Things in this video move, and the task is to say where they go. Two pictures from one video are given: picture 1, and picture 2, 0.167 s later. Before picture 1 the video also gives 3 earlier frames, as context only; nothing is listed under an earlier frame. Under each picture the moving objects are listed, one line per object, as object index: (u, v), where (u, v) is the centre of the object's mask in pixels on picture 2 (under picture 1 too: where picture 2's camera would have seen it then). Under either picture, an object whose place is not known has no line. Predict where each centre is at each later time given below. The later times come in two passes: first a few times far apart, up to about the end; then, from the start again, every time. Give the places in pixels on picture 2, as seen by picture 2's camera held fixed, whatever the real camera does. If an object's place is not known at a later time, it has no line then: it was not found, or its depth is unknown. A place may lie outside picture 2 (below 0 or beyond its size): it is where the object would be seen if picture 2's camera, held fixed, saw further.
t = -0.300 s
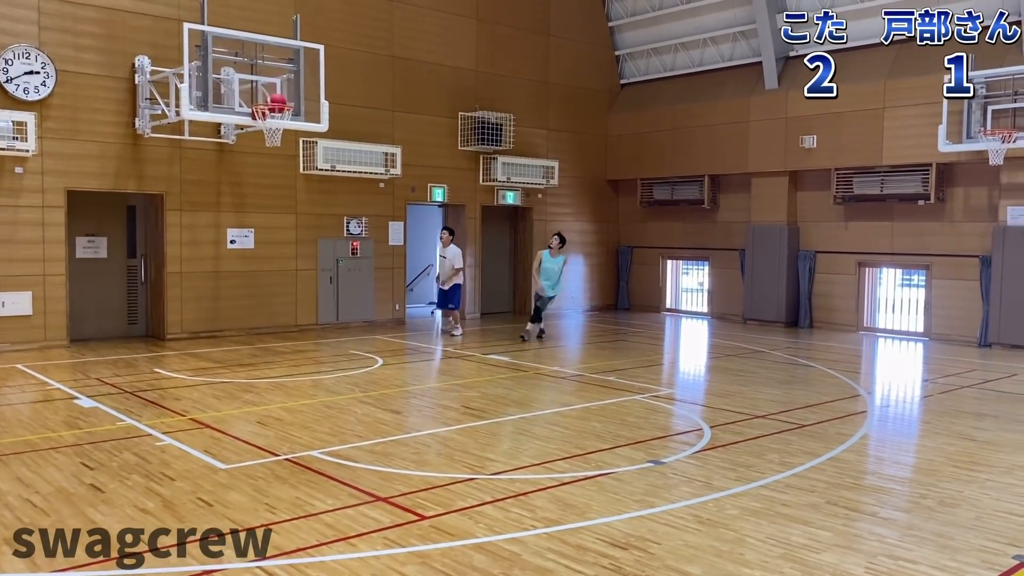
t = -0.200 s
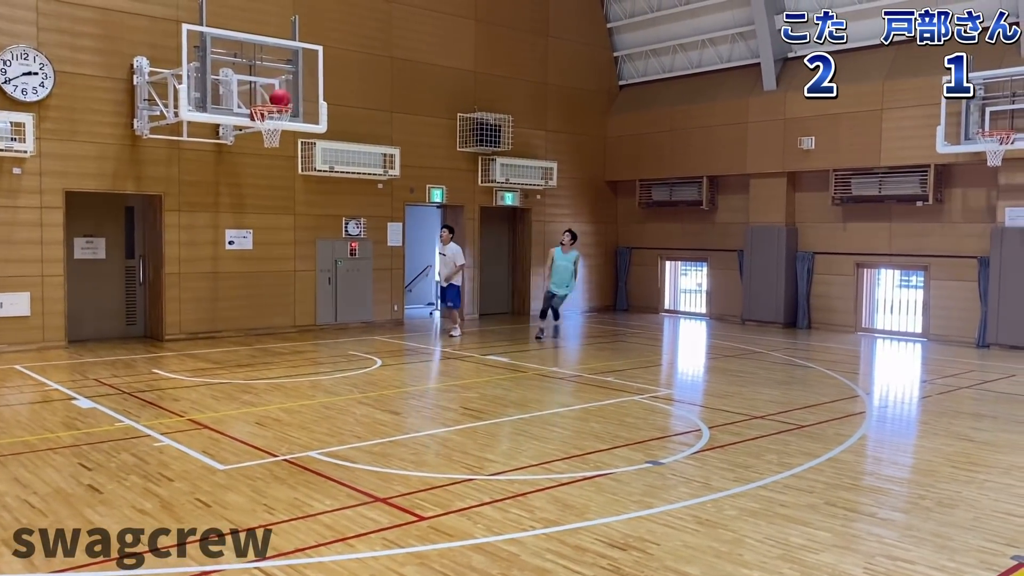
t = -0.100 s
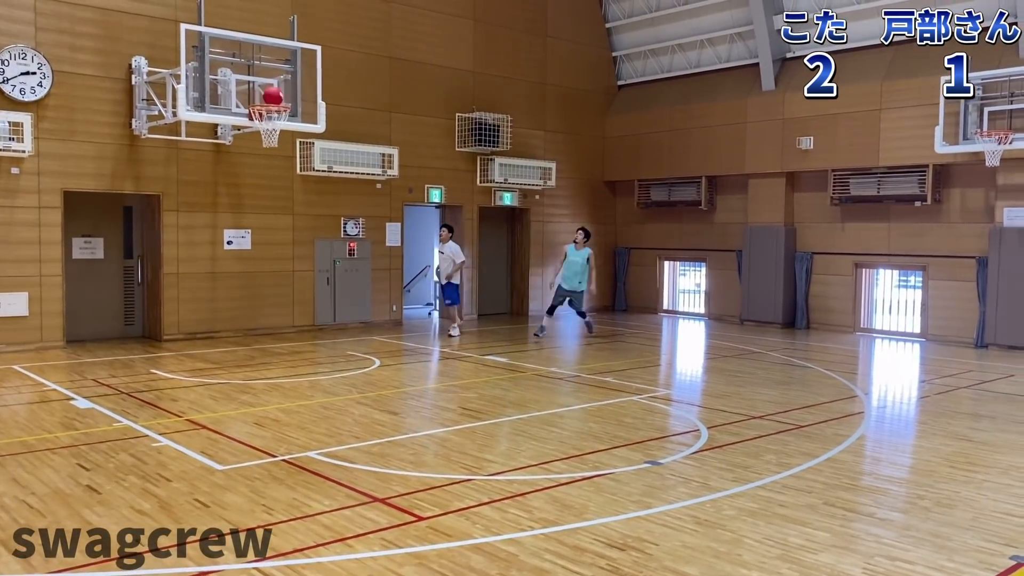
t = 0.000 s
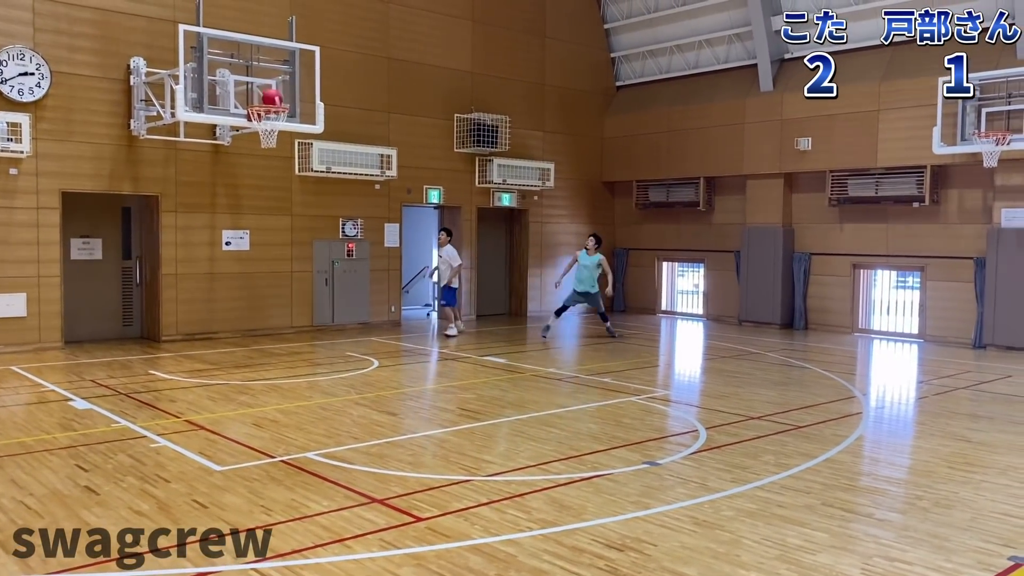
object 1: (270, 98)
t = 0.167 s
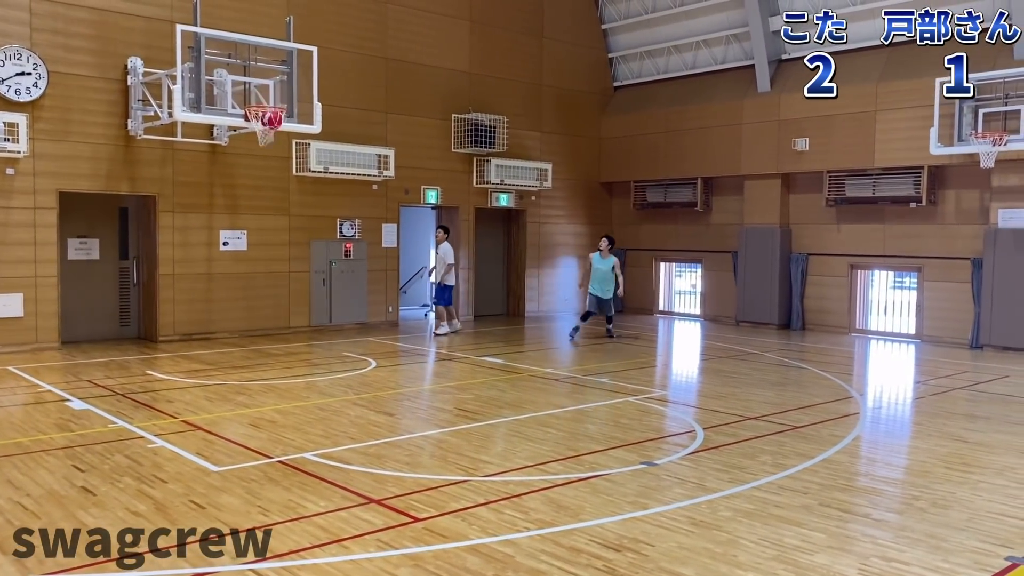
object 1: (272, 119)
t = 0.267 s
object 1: (270, 122)
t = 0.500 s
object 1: (264, 154)
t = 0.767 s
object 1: (258, 241)
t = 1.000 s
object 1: (252, 357)
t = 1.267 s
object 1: (244, 265)
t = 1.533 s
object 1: (239, 230)
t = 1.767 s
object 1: (235, 246)
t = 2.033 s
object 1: (231, 314)
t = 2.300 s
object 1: (226, 304)
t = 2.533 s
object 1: (222, 278)
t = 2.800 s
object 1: (218, 297)
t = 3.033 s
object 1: (214, 336)
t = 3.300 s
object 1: (211, 300)
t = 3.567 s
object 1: (207, 315)
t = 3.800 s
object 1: (205, 324)
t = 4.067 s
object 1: (201, 314)
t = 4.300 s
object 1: (198, 332)
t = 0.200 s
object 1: (272, 121)
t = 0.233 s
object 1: (272, 121)
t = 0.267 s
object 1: (270, 122)
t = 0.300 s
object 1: (269, 124)
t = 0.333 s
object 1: (268, 130)
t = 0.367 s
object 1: (268, 134)
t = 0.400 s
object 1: (267, 137)
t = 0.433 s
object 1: (266, 141)
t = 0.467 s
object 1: (265, 146)
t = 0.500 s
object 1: (264, 154)
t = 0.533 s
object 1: (263, 162)
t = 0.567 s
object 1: (263, 170)
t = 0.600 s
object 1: (262, 180)
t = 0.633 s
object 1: (261, 191)
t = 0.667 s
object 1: (260, 202)
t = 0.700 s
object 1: (260, 214)
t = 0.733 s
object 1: (259, 227)
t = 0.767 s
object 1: (258, 241)
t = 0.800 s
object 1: (258, 255)
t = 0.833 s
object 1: (256, 271)
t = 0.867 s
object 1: (255, 288)
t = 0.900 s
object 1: (254, 304)
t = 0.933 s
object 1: (254, 322)
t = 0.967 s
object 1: (252, 341)
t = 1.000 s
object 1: (252, 357)
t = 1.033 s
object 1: (251, 342)
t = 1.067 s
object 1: (250, 328)
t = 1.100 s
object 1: (249, 315)
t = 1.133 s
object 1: (248, 303)
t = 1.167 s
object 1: (247, 293)
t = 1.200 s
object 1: (246, 282)
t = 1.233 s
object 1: (245, 273)
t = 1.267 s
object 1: (244, 265)
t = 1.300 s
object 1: (244, 257)
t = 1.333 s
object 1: (244, 251)
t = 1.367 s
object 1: (243, 245)
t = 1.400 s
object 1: (242, 240)
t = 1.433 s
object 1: (242, 236)
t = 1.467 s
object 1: (241, 233)
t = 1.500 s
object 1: (240, 231)
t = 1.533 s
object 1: (239, 230)
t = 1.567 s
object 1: (239, 229)
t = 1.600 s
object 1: (238, 230)
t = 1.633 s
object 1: (238, 231)
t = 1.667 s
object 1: (237, 233)
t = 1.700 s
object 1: (236, 237)
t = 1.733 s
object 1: (236, 241)
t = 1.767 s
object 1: (235, 246)
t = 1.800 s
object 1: (235, 251)
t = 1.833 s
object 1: (234, 258)
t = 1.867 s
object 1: (234, 265)
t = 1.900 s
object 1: (233, 273)
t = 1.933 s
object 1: (232, 282)
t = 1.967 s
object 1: (232, 292)
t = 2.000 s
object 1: (231, 302)
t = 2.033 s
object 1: (231, 314)
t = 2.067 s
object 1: (230, 326)
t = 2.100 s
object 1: (230, 338)
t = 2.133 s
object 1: (230, 348)
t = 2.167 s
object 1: (229, 338)
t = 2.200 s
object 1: (228, 328)
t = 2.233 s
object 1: (228, 319)
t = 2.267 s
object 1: (227, 311)
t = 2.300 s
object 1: (226, 304)
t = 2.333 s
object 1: (225, 298)
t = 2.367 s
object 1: (225, 292)
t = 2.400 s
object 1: (224, 288)
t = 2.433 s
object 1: (224, 284)
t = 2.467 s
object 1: (223, 281)
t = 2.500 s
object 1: (223, 279)
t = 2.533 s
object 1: (222, 278)
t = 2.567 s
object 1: (221, 277)
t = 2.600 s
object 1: (221, 278)
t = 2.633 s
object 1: (220, 279)
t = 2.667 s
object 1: (220, 281)
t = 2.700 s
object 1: (219, 284)
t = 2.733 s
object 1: (218, 287)
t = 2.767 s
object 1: (218, 292)
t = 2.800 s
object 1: (218, 297)
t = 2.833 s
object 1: (217, 303)
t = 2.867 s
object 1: (217, 310)
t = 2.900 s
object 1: (216, 318)
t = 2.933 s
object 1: (216, 326)
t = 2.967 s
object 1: (215, 335)
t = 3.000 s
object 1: (215, 344)
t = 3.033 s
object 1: (214, 336)
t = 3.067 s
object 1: (213, 329)
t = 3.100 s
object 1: (213, 323)
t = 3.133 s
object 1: (213, 317)
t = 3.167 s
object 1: (213, 312)
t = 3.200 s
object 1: (212, 308)
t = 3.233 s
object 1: (211, 304)
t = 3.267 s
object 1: (211, 302)
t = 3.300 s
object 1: (211, 300)
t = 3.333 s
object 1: (210, 300)
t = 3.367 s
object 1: (210, 299)
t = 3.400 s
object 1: (210, 300)
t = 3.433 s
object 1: (209, 302)
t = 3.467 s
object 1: (209, 304)
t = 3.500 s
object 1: (208, 307)
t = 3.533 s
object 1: (208, 311)
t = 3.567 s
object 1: (207, 315)
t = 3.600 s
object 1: (207, 321)
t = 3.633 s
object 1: (207, 326)
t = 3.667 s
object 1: (206, 333)
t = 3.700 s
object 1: (206, 340)
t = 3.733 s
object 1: (206, 334)
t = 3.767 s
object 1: (205, 329)
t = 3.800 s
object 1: (205, 324)
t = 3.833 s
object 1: (204, 320)
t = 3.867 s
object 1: (204, 317)
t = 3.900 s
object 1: (203, 315)
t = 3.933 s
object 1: (203, 313)
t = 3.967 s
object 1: (203, 312)
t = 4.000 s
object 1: (202, 312)
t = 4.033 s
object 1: (202, 313)
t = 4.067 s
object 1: (201, 314)
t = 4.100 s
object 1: (201, 317)
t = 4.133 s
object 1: (200, 320)
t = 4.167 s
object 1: (200, 324)
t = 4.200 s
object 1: (200, 328)
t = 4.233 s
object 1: (199, 333)
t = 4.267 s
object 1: (199, 337)
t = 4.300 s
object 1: (198, 332)
